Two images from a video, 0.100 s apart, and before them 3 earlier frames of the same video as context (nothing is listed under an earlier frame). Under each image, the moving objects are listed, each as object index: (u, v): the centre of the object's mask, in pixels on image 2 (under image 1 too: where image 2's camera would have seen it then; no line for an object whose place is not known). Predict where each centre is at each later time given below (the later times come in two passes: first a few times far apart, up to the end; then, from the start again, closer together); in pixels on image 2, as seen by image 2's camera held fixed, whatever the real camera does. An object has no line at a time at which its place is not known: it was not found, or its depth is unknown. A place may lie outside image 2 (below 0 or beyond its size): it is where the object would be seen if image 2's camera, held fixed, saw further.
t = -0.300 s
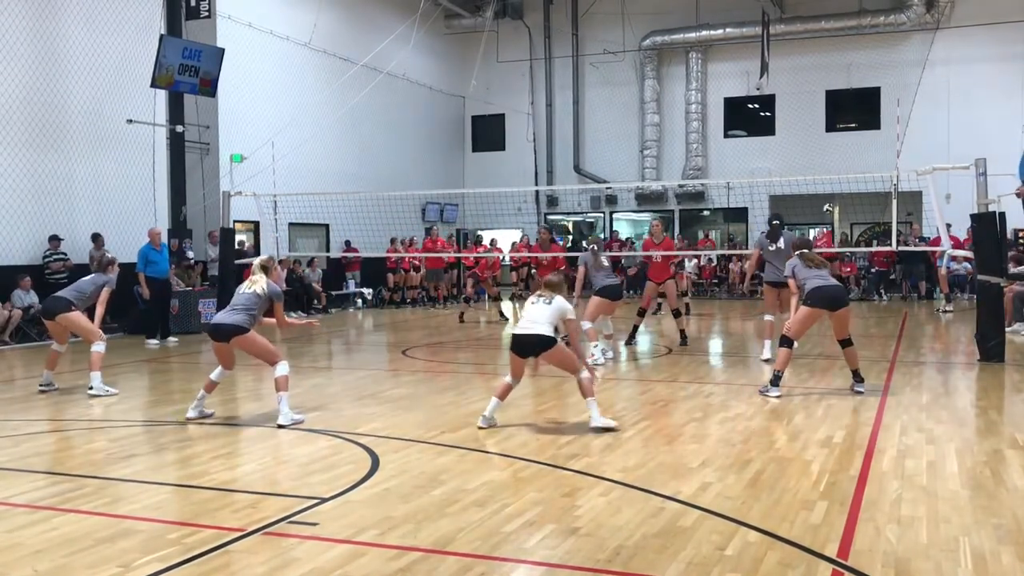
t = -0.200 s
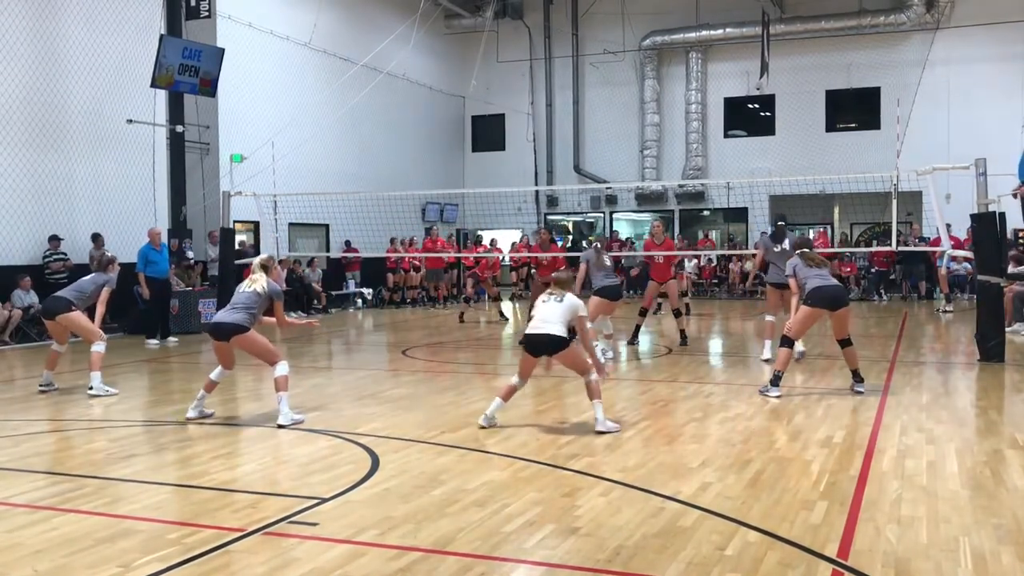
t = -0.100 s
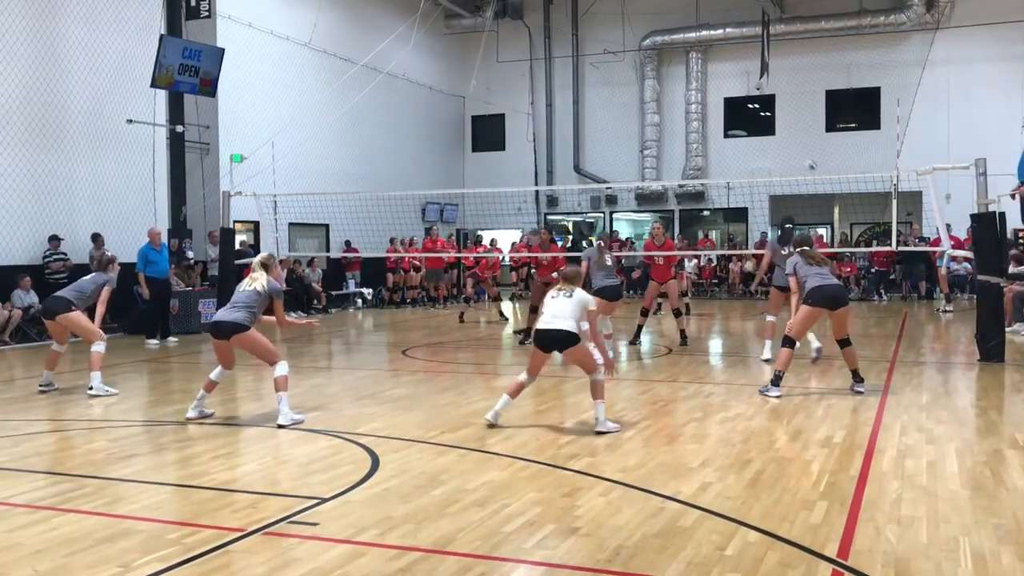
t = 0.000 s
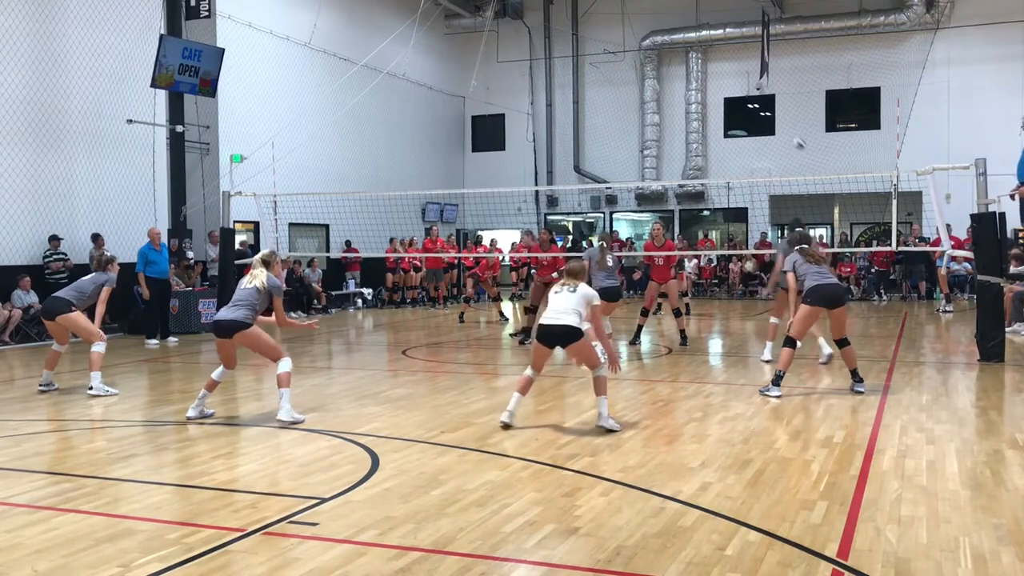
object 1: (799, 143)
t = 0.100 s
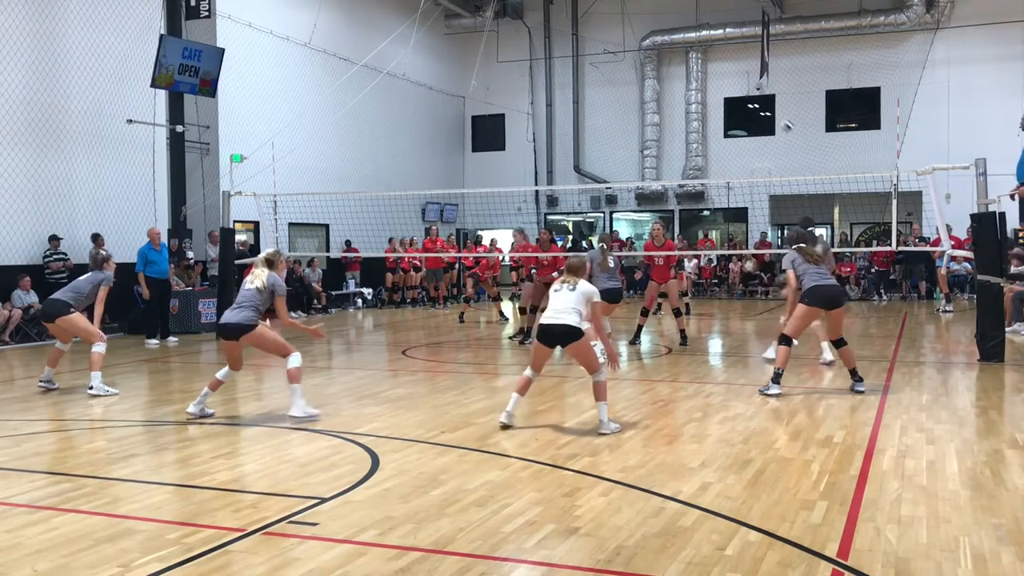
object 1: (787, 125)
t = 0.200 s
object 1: (772, 113)
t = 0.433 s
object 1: (737, 102)
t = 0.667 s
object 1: (697, 122)
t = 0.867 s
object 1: (655, 189)
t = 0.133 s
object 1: (783, 121)
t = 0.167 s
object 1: (777, 117)
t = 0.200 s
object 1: (772, 113)
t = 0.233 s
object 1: (767, 111)
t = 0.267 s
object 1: (763, 108)
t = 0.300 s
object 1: (757, 106)
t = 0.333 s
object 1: (752, 104)
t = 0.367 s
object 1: (748, 103)
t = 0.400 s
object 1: (742, 102)
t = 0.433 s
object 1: (737, 102)
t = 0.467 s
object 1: (732, 102)
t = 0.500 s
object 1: (727, 104)
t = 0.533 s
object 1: (722, 106)
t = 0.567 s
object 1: (714, 108)
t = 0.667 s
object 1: (697, 122)
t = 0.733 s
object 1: (683, 137)
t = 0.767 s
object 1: (678, 147)
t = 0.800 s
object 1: (669, 158)
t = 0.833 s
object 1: (661, 171)
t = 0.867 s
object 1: (655, 189)
